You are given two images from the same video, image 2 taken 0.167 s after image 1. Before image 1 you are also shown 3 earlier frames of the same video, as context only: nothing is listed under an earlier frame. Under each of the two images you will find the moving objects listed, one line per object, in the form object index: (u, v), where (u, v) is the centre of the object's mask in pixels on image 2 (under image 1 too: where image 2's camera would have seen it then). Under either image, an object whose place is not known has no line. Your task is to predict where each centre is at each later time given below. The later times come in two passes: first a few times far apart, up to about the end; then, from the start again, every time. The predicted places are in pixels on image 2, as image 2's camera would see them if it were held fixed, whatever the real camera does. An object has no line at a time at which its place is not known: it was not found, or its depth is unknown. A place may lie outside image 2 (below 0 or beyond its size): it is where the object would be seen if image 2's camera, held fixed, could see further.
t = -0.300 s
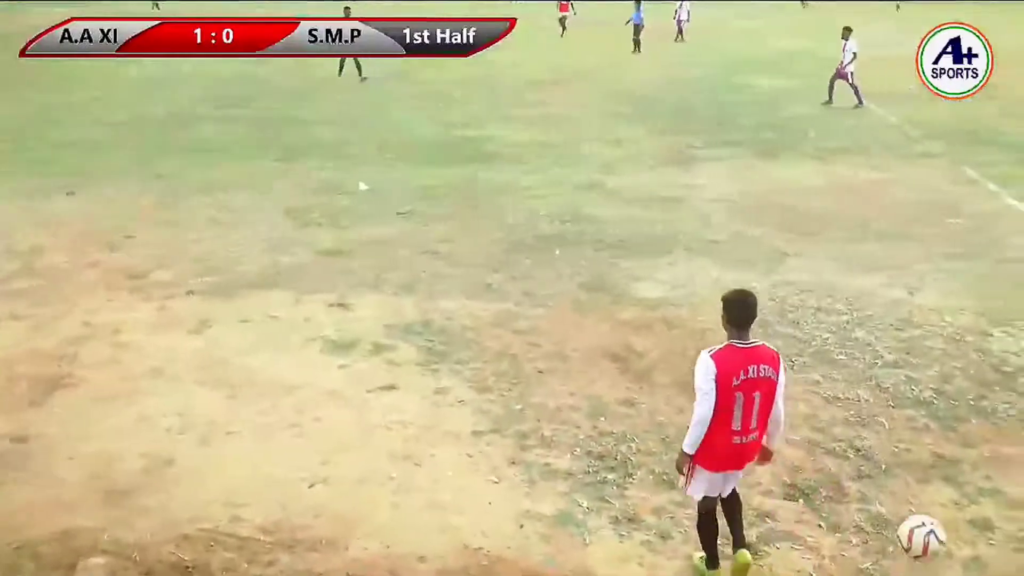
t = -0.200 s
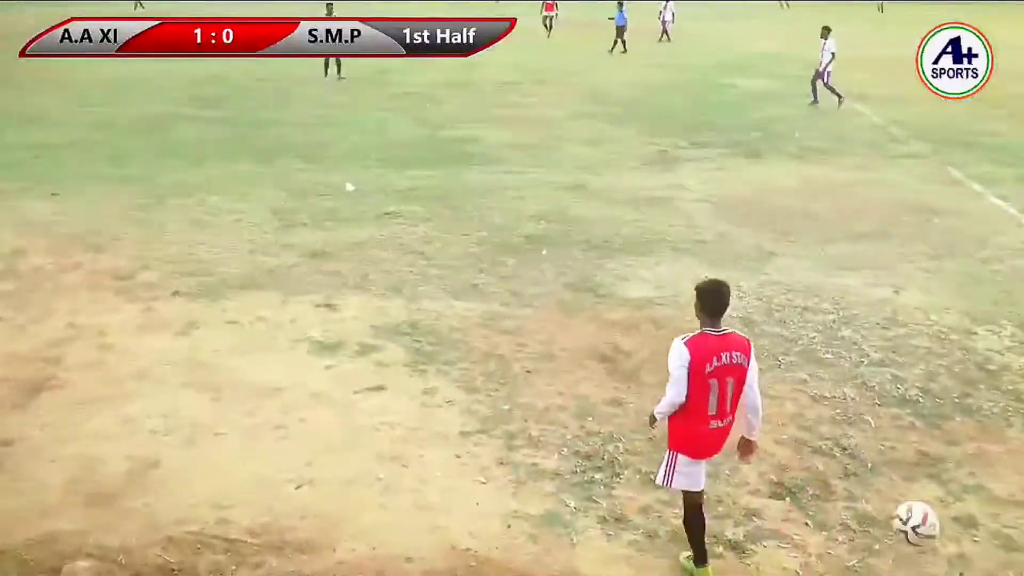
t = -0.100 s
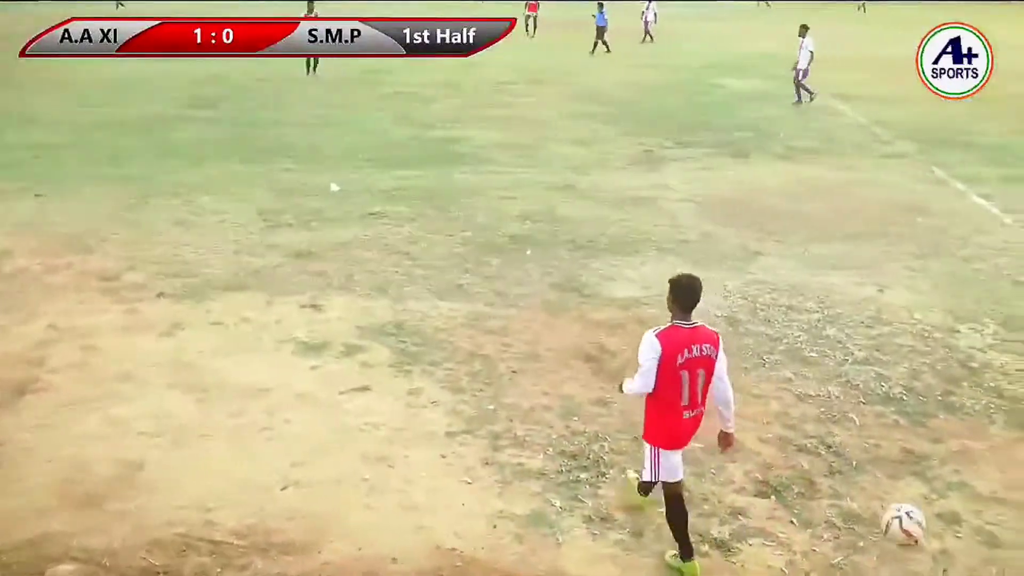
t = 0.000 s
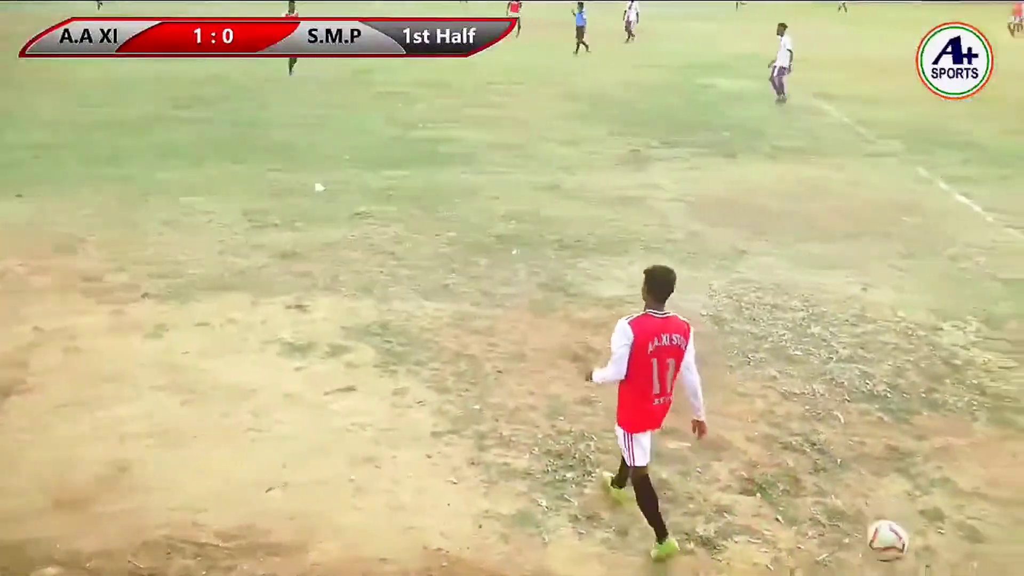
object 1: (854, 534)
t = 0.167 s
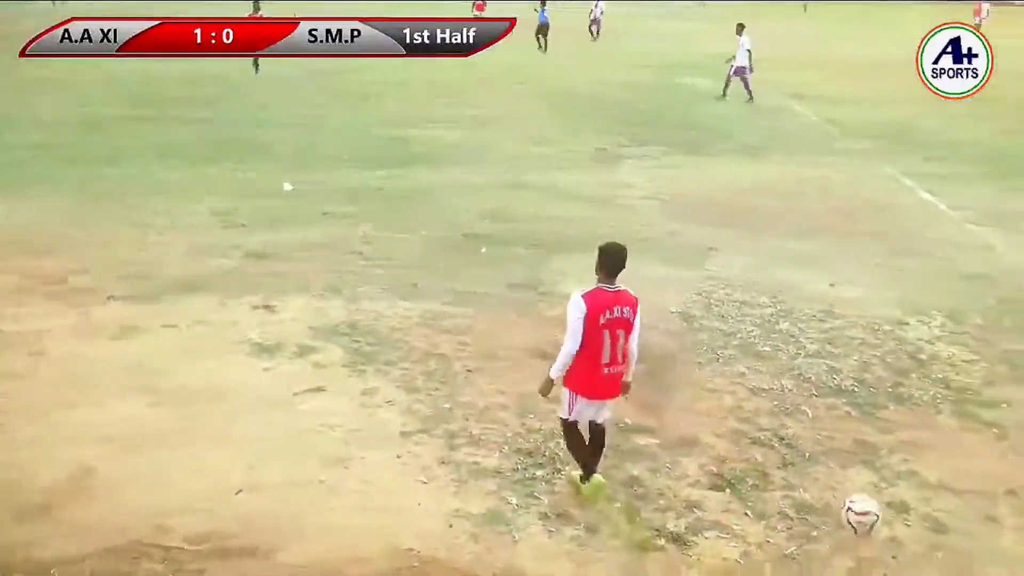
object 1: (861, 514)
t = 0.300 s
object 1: (869, 488)
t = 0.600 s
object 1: (870, 491)
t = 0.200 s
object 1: (865, 504)
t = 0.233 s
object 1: (865, 499)
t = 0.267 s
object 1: (866, 493)
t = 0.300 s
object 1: (869, 488)
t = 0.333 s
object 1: (869, 486)
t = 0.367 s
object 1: (868, 485)
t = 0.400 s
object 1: (868, 485)
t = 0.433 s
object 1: (867, 486)
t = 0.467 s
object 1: (867, 491)
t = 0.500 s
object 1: (866, 499)
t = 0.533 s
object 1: (866, 503)
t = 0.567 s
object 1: (866, 503)
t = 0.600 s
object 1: (870, 491)
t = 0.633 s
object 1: (872, 487)
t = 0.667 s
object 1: (874, 478)
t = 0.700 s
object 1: (877, 474)
